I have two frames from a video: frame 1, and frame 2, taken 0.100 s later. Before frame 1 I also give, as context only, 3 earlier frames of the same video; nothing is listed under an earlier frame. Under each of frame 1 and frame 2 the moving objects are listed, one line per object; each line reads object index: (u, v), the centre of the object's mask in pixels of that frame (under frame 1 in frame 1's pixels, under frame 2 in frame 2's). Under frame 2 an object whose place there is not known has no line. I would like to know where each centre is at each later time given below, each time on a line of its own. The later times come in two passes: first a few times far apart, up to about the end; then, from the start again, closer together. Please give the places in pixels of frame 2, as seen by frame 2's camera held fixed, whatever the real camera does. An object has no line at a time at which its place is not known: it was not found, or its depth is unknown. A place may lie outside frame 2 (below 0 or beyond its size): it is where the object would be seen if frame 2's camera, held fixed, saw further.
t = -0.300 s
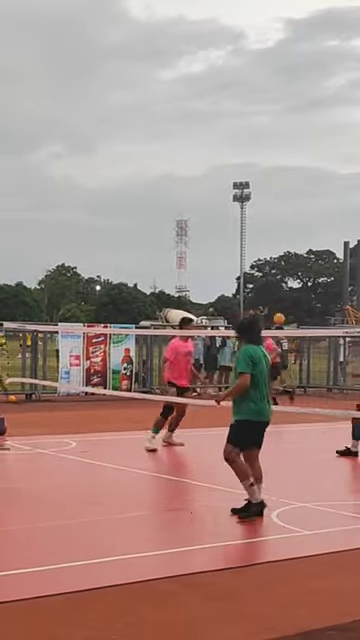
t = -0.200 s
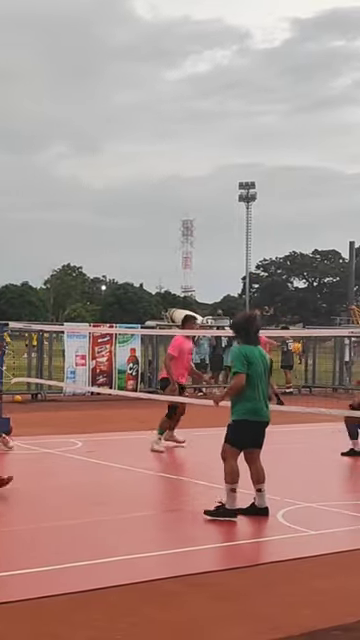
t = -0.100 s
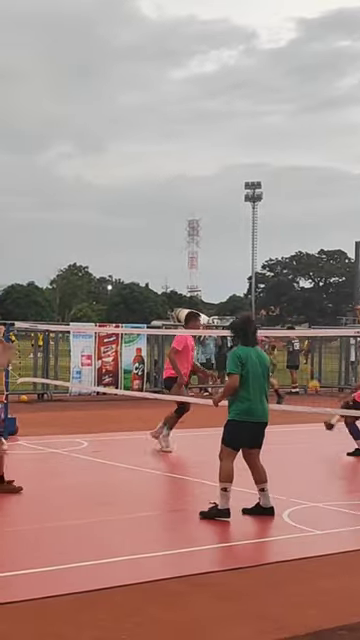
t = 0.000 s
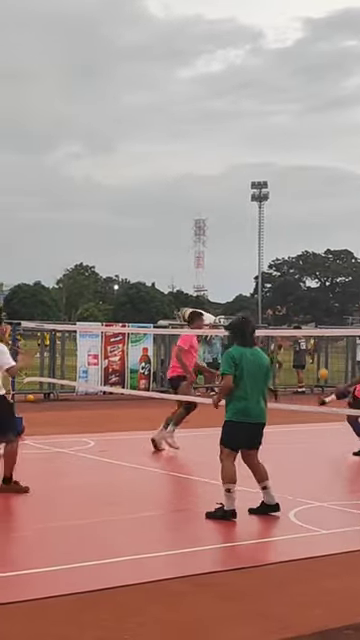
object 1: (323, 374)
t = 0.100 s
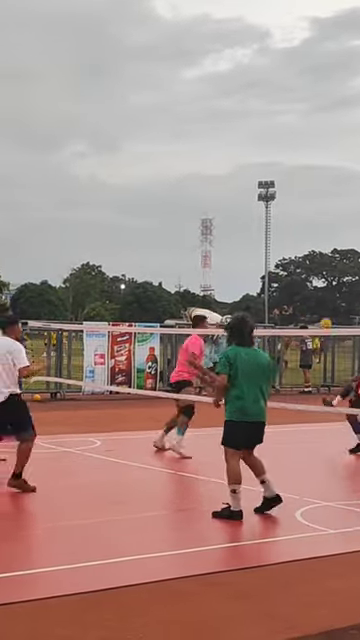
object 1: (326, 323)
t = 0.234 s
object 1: (320, 268)
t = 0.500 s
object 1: (309, 196)
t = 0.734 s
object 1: (297, 180)
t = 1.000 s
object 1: (282, 219)
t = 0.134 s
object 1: (324, 309)
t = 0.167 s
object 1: (322, 294)
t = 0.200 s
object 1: (322, 281)
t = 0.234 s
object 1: (320, 268)
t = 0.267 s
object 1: (319, 256)
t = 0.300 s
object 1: (317, 246)
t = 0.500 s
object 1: (309, 196)
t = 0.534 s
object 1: (307, 191)
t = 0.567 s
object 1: (306, 187)
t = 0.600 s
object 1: (304, 184)
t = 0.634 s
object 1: (302, 181)
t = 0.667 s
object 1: (301, 180)
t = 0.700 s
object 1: (299, 179)
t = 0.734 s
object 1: (297, 180)
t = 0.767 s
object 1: (295, 181)
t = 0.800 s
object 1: (294, 183)
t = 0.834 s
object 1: (292, 186)
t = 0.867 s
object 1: (290, 191)
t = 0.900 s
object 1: (288, 196)
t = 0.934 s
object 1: (286, 203)
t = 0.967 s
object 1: (284, 210)
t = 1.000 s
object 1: (282, 219)
